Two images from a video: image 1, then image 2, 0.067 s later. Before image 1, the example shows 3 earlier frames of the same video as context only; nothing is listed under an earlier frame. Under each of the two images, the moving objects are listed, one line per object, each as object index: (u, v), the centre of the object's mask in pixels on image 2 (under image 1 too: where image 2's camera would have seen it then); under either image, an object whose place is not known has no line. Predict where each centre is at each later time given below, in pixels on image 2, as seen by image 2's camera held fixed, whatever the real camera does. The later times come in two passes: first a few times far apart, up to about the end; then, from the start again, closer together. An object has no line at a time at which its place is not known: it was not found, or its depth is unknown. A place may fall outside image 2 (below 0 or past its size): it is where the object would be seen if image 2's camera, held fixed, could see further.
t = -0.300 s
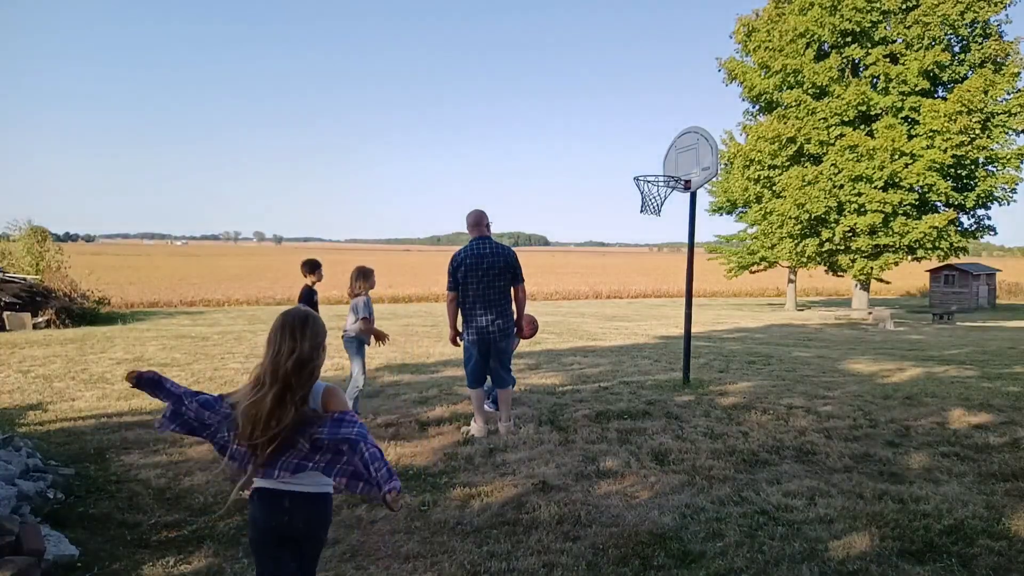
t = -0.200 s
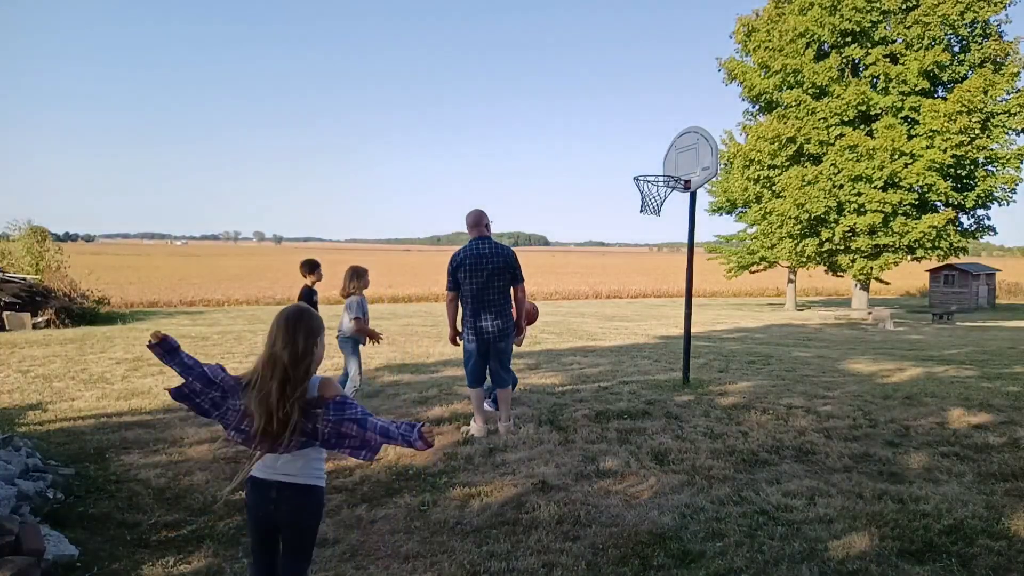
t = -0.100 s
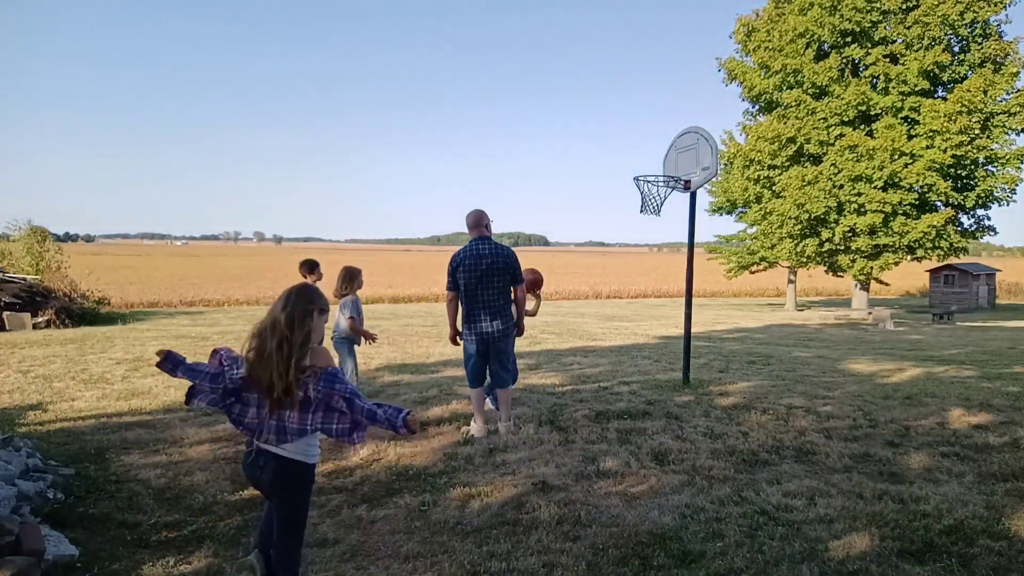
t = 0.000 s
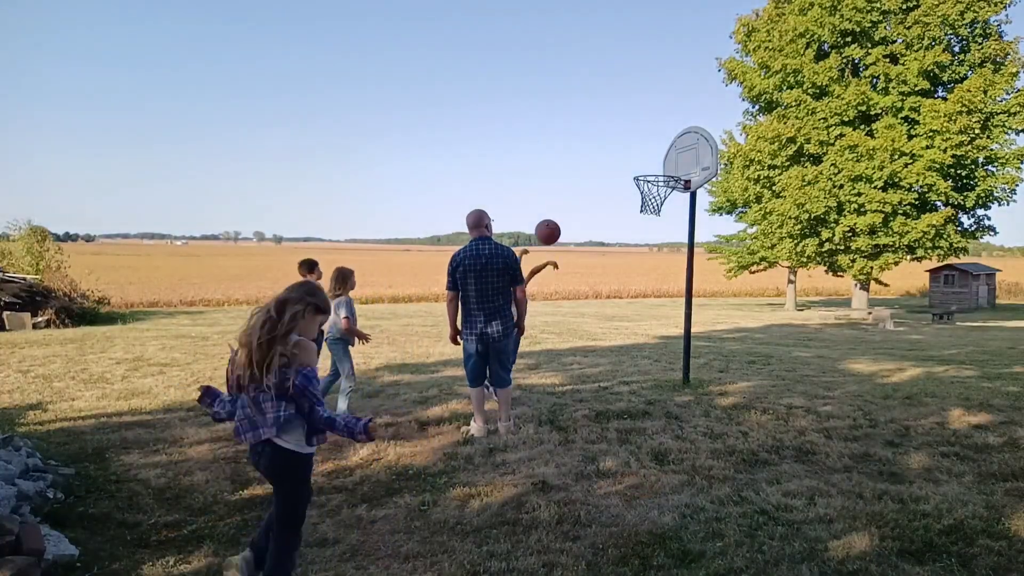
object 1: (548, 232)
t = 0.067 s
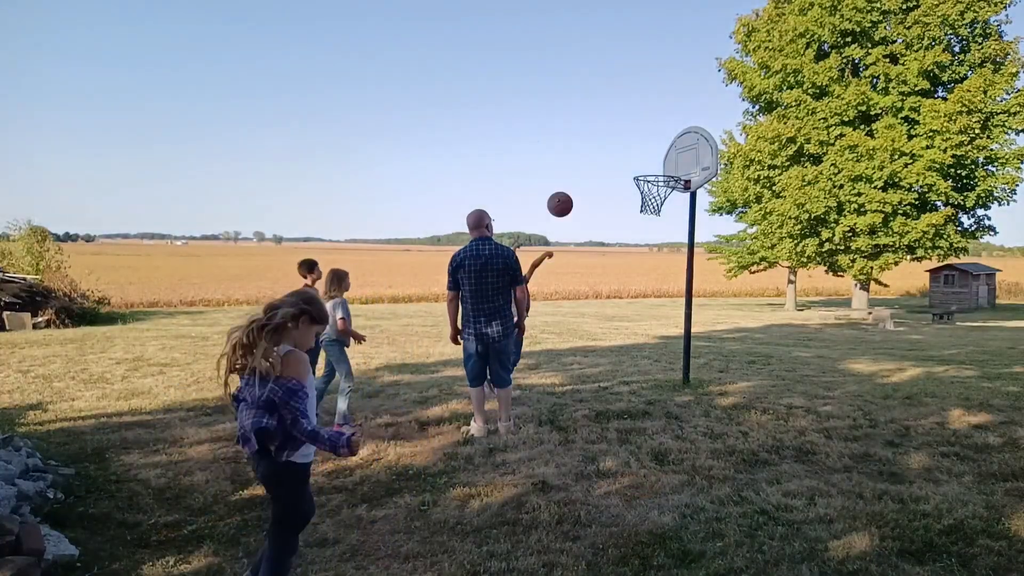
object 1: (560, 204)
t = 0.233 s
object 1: (589, 156)
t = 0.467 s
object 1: (626, 141)
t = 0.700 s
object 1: (659, 181)
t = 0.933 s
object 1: (687, 273)
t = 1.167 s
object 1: (707, 372)
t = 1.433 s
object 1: (704, 313)
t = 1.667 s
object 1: (703, 318)
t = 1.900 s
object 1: (701, 371)
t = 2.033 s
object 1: (699, 364)
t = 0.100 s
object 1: (566, 192)
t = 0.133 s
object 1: (572, 181)
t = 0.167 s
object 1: (578, 171)
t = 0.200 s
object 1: (584, 163)
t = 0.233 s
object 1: (589, 156)
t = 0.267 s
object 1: (595, 150)
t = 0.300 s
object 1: (600, 146)
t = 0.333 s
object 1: (606, 142)
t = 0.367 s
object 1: (611, 140)
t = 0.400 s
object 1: (616, 139)
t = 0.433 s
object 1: (621, 139)
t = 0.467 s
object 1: (626, 141)
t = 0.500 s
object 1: (631, 143)
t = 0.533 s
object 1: (636, 147)
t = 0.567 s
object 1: (641, 151)
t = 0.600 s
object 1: (645, 157)
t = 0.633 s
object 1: (650, 164)
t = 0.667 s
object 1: (654, 172)
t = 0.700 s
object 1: (659, 181)
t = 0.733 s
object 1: (663, 191)
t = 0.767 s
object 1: (668, 203)
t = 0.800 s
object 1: (671, 215)
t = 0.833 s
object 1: (675, 228)
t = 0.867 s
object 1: (679, 242)
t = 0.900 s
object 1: (683, 257)
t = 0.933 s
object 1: (687, 273)
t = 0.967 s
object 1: (691, 289)
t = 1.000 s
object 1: (694, 307)
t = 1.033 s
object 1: (697, 325)
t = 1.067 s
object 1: (701, 344)
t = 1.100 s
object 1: (705, 365)
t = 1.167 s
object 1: (707, 372)
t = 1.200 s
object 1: (707, 361)
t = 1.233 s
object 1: (706, 351)
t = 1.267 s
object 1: (706, 342)
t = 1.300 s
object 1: (706, 334)
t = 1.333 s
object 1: (705, 327)
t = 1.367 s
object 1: (705, 322)
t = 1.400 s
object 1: (704, 317)
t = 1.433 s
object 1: (704, 313)
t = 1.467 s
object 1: (704, 311)
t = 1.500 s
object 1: (704, 309)
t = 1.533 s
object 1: (704, 309)
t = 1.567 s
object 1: (704, 310)
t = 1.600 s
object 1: (703, 312)
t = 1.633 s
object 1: (703, 314)
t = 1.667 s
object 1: (703, 318)
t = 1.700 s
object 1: (703, 323)
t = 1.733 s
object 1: (703, 329)
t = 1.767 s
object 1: (702, 335)
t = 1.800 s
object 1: (702, 343)
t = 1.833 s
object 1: (702, 352)
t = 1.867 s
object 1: (701, 362)
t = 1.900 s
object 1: (701, 371)
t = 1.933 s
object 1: (700, 377)
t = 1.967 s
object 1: (700, 374)
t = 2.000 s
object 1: (699, 369)
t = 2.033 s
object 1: (699, 364)
